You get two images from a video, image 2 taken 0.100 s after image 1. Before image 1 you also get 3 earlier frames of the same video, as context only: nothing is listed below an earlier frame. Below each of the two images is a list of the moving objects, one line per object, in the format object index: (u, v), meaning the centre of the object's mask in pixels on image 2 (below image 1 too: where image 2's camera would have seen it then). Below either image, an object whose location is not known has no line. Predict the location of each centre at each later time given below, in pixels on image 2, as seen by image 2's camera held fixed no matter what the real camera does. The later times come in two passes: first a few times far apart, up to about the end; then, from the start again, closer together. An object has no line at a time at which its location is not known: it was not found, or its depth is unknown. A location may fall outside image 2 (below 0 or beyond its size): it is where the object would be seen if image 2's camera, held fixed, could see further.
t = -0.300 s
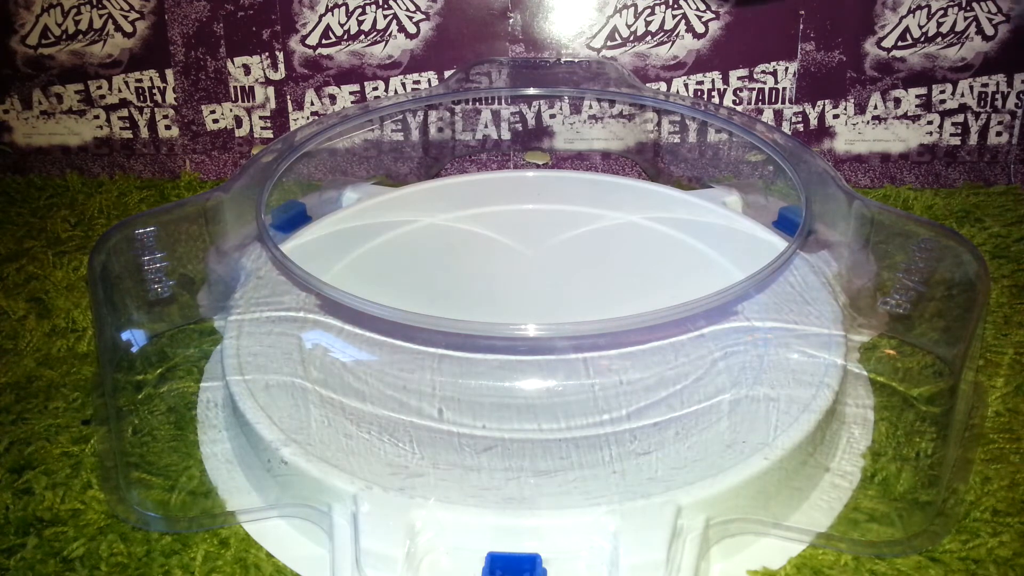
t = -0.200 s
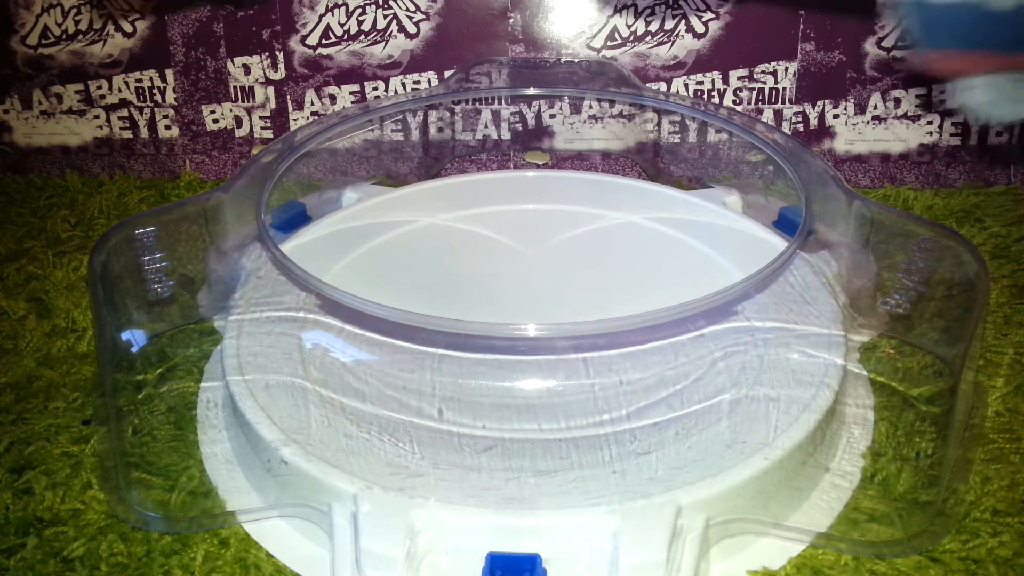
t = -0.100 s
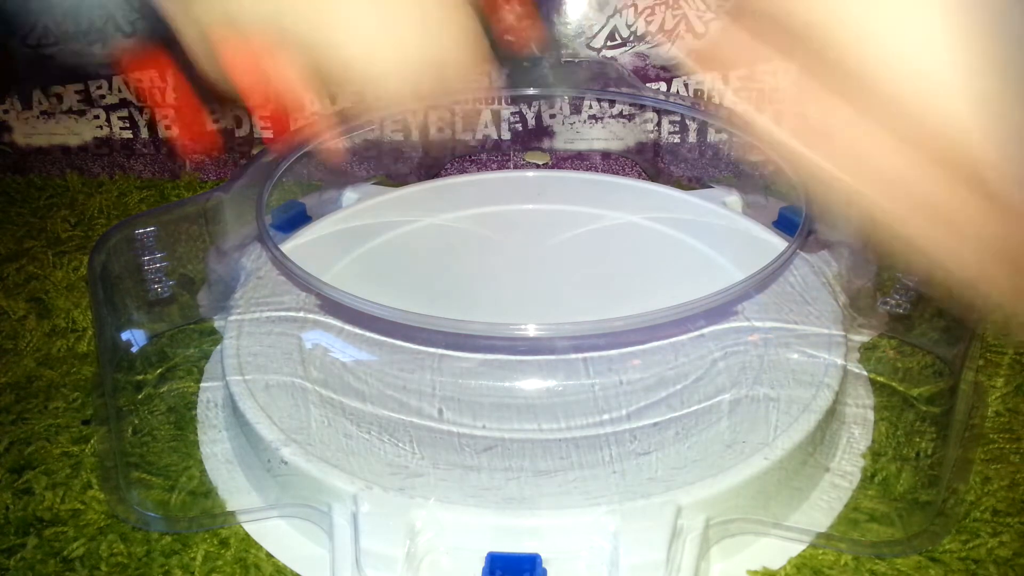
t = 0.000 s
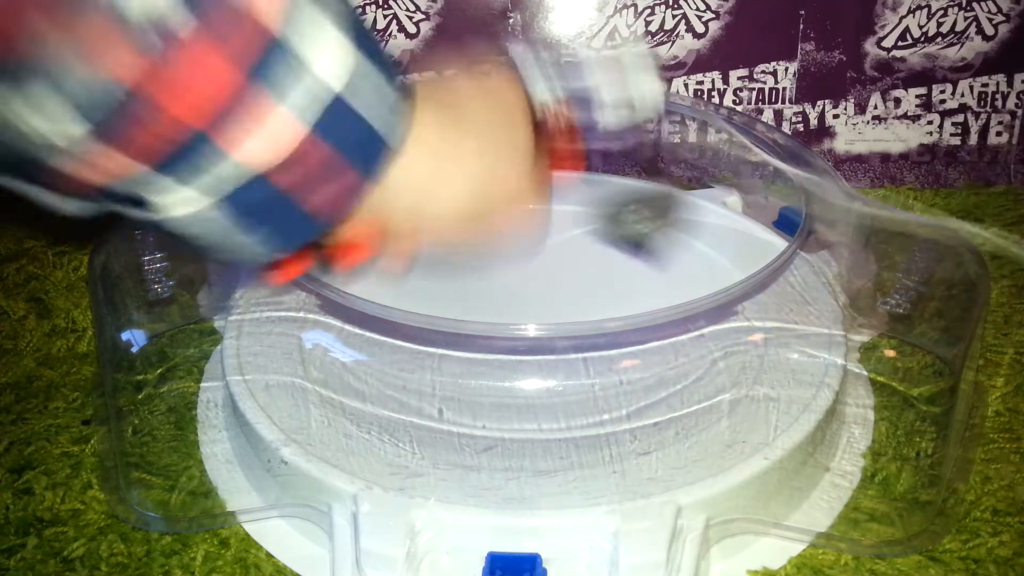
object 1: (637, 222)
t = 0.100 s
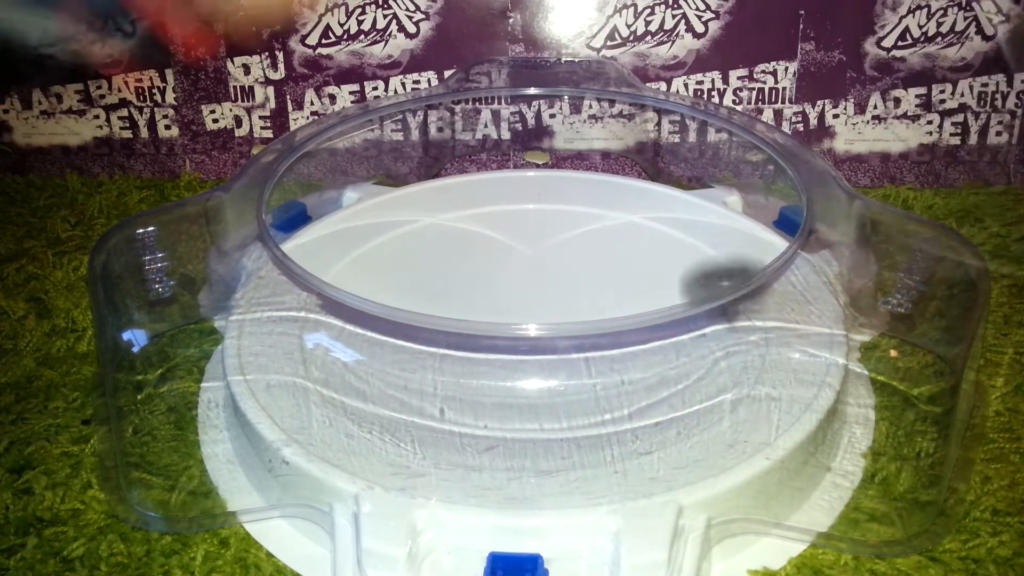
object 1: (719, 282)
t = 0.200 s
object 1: (698, 269)
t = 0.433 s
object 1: (432, 270)
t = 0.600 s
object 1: (298, 319)
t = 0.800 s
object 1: (454, 417)
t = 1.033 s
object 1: (679, 347)
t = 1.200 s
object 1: (577, 237)
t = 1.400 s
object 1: (401, 215)
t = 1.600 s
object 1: (304, 314)
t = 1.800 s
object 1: (527, 393)
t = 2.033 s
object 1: (665, 247)
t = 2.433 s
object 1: (368, 231)
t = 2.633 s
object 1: (454, 359)
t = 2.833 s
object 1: (712, 318)
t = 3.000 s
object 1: (710, 229)
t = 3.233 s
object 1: (524, 190)
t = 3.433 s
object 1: (423, 294)
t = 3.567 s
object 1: (516, 395)
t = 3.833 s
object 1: (738, 305)
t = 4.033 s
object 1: (649, 228)
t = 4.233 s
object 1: (444, 272)
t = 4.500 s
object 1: (452, 415)
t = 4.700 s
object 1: (689, 379)
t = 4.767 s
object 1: (709, 343)
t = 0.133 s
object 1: (720, 272)
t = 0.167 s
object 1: (714, 273)
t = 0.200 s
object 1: (698, 269)
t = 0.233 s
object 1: (672, 265)
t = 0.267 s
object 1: (639, 262)
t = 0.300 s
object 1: (600, 260)
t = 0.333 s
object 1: (559, 260)
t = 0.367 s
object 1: (513, 263)
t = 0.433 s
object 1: (432, 270)
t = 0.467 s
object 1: (395, 277)
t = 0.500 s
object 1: (365, 279)
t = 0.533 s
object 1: (333, 292)
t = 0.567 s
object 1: (306, 304)
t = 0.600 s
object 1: (298, 319)
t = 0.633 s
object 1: (314, 341)
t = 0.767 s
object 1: (420, 403)
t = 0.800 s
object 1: (454, 417)
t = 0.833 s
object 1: (493, 423)
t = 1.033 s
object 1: (679, 347)
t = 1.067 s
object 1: (651, 304)
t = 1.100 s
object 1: (646, 291)
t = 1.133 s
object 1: (628, 273)
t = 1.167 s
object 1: (603, 254)
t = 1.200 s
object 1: (577, 237)
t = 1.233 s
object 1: (547, 222)
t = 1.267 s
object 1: (518, 211)
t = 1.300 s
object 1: (486, 202)
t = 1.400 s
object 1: (401, 215)
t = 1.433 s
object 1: (382, 231)
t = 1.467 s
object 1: (366, 249)
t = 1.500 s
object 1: (350, 264)
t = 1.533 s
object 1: (336, 279)
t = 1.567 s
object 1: (316, 301)
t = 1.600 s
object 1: (304, 314)
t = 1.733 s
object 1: (427, 388)
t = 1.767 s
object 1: (476, 394)
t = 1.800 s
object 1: (527, 393)
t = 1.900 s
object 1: (623, 313)
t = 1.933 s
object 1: (646, 304)
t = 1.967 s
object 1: (664, 287)
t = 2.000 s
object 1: (669, 267)
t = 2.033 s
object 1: (665, 247)
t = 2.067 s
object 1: (653, 225)
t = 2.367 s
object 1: (414, 206)
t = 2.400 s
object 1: (389, 216)
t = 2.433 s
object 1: (368, 231)
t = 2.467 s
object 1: (357, 247)
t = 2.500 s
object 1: (354, 266)
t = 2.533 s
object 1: (362, 291)
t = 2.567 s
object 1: (382, 314)
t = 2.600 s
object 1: (411, 335)
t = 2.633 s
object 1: (454, 359)
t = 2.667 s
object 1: (502, 372)
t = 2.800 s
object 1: (679, 341)
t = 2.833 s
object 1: (712, 318)
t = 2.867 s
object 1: (734, 298)
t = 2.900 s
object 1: (745, 270)
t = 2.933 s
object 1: (742, 254)
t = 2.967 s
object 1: (728, 243)
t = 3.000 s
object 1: (710, 229)
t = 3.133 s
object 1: (611, 191)
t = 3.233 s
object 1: (524, 190)
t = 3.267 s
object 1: (496, 200)
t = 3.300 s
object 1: (469, 214)
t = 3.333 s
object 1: (448, 232)
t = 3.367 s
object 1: (431, 253)
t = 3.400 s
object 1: (421, 274)
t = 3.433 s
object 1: (423, 294)
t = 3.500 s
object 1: (445, 354)
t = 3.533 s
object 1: (481, 384)
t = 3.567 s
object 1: (516, 395)
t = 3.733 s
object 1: (717, 371)
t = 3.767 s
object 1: (729, 354)
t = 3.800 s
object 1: (735, 329)
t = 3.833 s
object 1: (738, 305)
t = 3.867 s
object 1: (734, 280)
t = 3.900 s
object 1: (730, 265)
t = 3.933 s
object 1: (720, 252)
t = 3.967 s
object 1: (702, 240)
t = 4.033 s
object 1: (649, 228)
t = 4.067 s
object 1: (615, 227)
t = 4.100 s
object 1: (579, 230)
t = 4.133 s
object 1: (542, 238)
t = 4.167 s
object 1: (506, 247)
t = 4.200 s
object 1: (472, 259)
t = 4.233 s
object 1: (444, 272)
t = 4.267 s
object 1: (418, 286)
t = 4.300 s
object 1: (396, 306)
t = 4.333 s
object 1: (381, 326)
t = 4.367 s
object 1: (379, 344)
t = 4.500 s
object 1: (452, 415)
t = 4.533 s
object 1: (501, 421)
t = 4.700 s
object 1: (689, 379)
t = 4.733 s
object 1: (703, 365)
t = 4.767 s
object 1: (709, 343)
